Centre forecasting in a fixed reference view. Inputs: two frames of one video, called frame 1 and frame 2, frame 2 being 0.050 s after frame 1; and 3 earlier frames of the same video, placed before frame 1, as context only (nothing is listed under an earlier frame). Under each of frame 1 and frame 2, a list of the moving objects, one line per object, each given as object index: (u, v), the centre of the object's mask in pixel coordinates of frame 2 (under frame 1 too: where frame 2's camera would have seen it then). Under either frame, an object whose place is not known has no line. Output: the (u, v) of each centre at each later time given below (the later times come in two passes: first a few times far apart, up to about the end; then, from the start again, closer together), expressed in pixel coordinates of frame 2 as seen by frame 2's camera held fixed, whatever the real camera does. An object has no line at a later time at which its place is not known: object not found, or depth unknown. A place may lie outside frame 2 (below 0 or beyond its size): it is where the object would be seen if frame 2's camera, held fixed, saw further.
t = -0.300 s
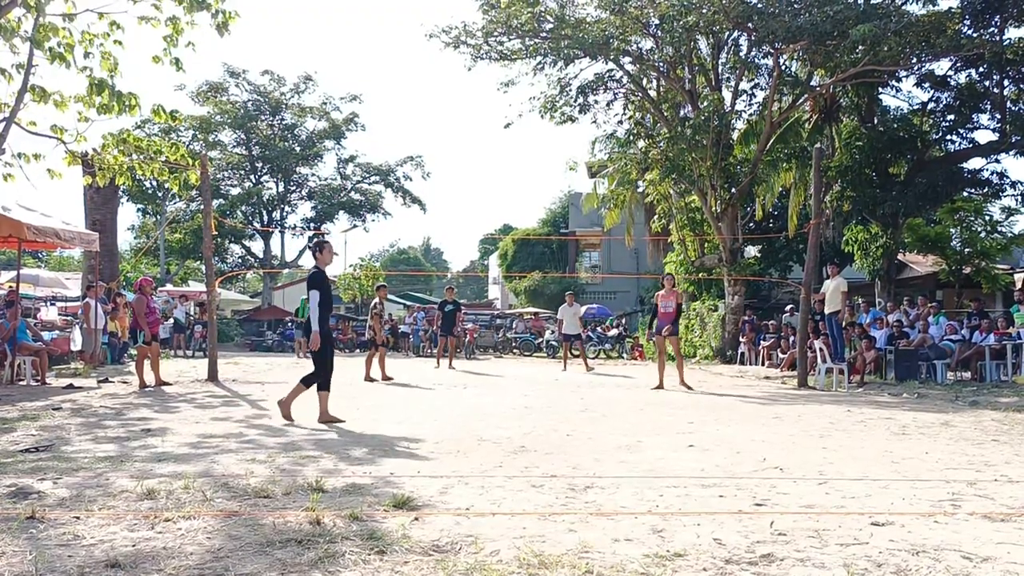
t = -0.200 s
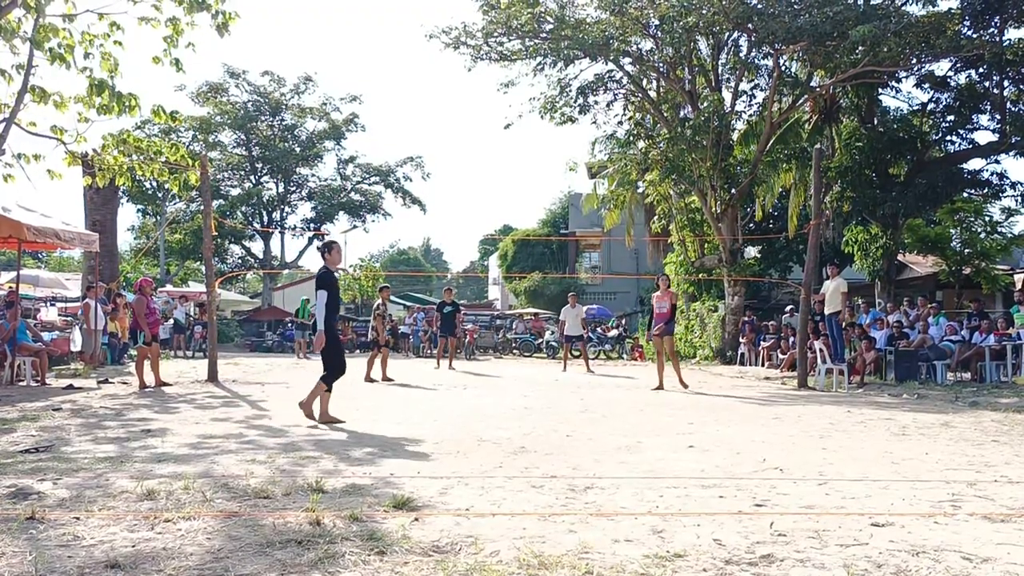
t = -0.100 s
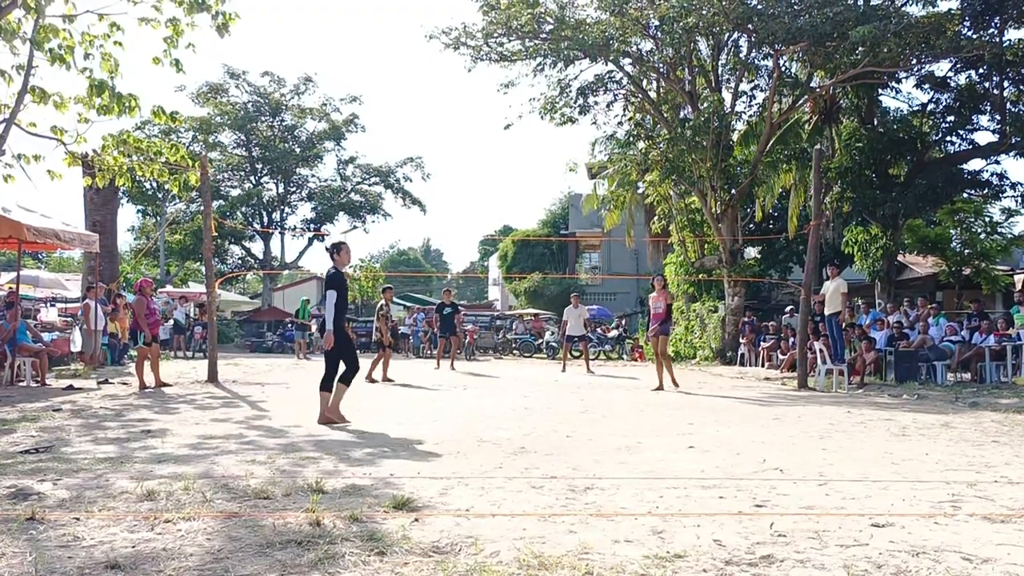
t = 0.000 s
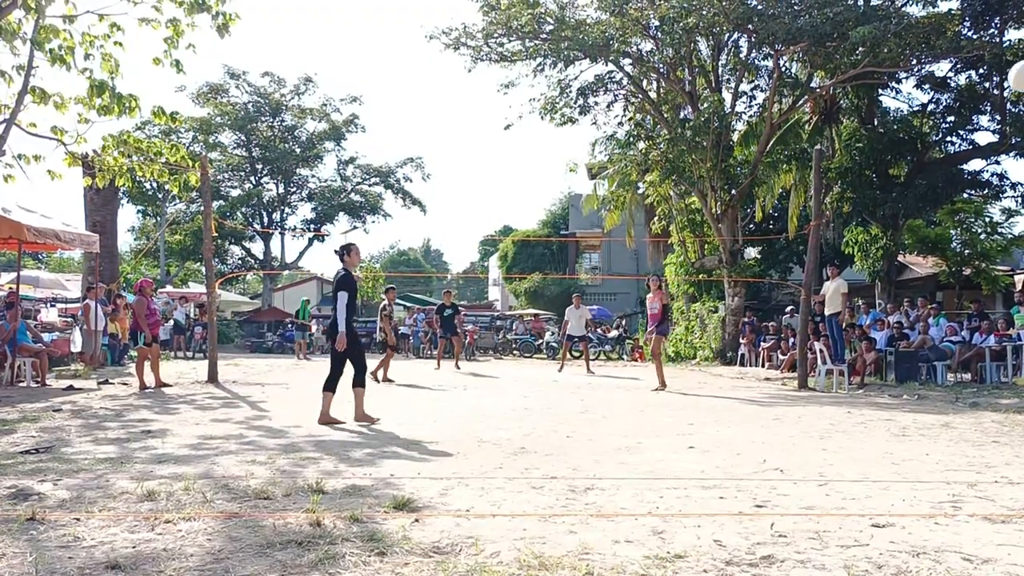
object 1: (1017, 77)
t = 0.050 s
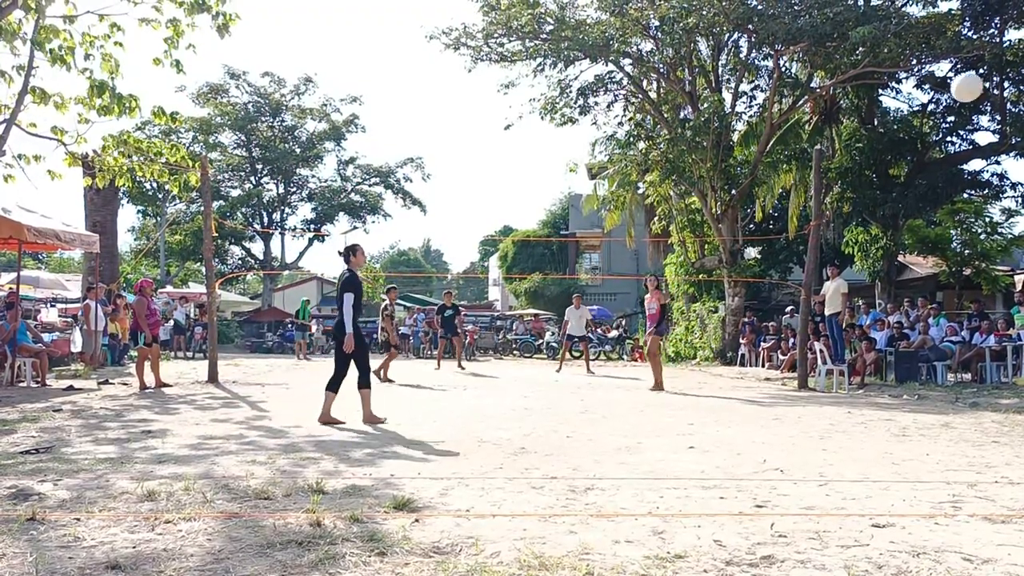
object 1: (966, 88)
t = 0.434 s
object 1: (753, 199)
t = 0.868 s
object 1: (722, 294)
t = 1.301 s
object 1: (760, 342)
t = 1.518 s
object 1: (784, 290)
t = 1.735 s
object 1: (811, 270)
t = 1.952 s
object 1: (842, 290)
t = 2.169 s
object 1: (875, 358)
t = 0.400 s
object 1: (763, 188)
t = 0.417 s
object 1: (758, 193)
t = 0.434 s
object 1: (753, 199)
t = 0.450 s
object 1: (748, 204)
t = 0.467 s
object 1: (743, 209)
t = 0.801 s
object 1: (718, 281)
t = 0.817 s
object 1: (720, 284)
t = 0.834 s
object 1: (721, 287)
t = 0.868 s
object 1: (722, 294)
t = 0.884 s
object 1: (724, 297)
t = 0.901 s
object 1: (726, 301)
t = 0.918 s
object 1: (727, 306)
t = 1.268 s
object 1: (758, 353)
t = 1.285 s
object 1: (759, 347)
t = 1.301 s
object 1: (760, 342)
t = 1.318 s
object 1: (762, 337)
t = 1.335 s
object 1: (764, 332)
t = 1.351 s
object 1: (766, 327)
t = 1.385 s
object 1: (769, 318)
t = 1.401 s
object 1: (771, 314)
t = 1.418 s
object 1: (773, 310)
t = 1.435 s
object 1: (775, 306)
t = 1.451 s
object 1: (777, 302)
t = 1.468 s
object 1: (779, 299)
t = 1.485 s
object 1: (780, 295)
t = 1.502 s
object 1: (782, 292)
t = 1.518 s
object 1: (784, 290)
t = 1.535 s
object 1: (786, 287)
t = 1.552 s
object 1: (788, 284)
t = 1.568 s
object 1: (790, 282)
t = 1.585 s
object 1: (792, 280)
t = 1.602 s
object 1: (794, 278)
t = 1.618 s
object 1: (797, 276)
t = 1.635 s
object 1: (799, 274)
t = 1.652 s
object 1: (801, 273)
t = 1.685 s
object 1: (805, 271)
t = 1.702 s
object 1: (807, 271)
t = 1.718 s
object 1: (809, 271)
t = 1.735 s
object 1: (811, 270)
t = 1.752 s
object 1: (813, 270)
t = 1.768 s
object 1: (816, 271)
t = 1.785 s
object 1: (818, 271)
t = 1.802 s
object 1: (820, 272)
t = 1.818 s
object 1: (822, 273)
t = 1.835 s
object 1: (825, 274)
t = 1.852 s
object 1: (827, 275)
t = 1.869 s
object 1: (829, 277)
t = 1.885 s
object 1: (831, 279)
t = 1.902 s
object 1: (833, 282)
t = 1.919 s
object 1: (834, 282)
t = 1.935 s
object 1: (839, 287)
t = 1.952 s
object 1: (842, 290)
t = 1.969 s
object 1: (845, 294)
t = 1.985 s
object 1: (847, 298)
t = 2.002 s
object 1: (849, 301)
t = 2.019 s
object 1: (852, 305)
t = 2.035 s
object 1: (854, 310)
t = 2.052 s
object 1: (857, 315)
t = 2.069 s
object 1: (860, 320)
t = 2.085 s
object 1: (862, 326)
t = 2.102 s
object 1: (865, 331)
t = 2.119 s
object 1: (867, 338)
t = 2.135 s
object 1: (870, 344)
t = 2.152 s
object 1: (873, 351)
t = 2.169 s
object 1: (875, 358)
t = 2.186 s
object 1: (878, 365)
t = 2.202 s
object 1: (881, 373)
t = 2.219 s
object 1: (884, 381)
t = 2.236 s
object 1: (887, 389)
